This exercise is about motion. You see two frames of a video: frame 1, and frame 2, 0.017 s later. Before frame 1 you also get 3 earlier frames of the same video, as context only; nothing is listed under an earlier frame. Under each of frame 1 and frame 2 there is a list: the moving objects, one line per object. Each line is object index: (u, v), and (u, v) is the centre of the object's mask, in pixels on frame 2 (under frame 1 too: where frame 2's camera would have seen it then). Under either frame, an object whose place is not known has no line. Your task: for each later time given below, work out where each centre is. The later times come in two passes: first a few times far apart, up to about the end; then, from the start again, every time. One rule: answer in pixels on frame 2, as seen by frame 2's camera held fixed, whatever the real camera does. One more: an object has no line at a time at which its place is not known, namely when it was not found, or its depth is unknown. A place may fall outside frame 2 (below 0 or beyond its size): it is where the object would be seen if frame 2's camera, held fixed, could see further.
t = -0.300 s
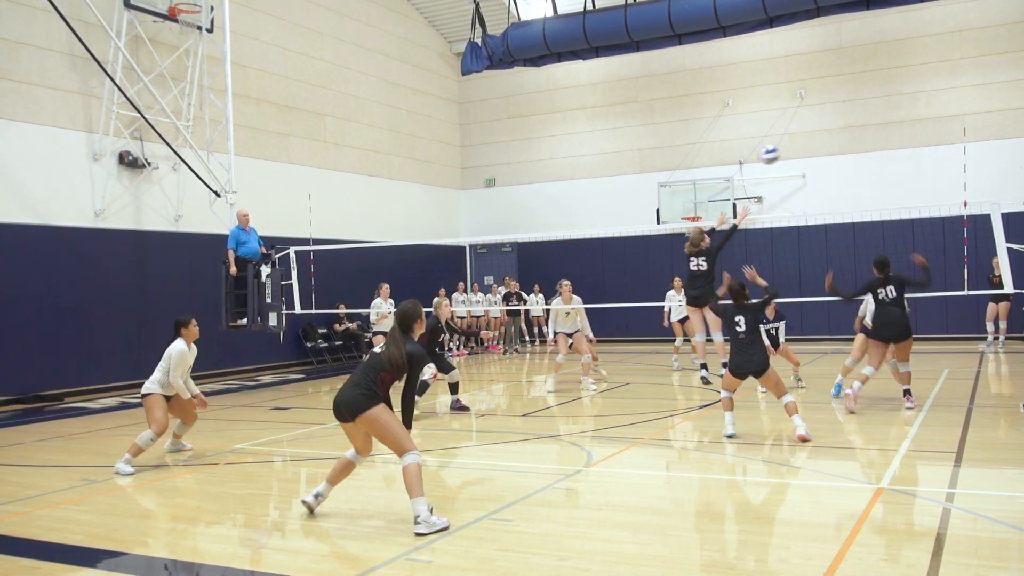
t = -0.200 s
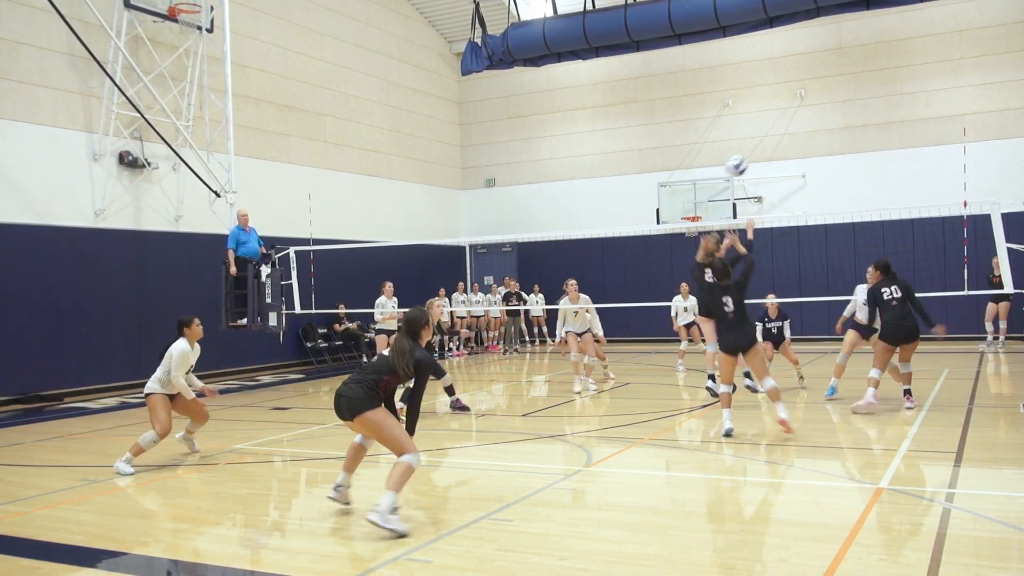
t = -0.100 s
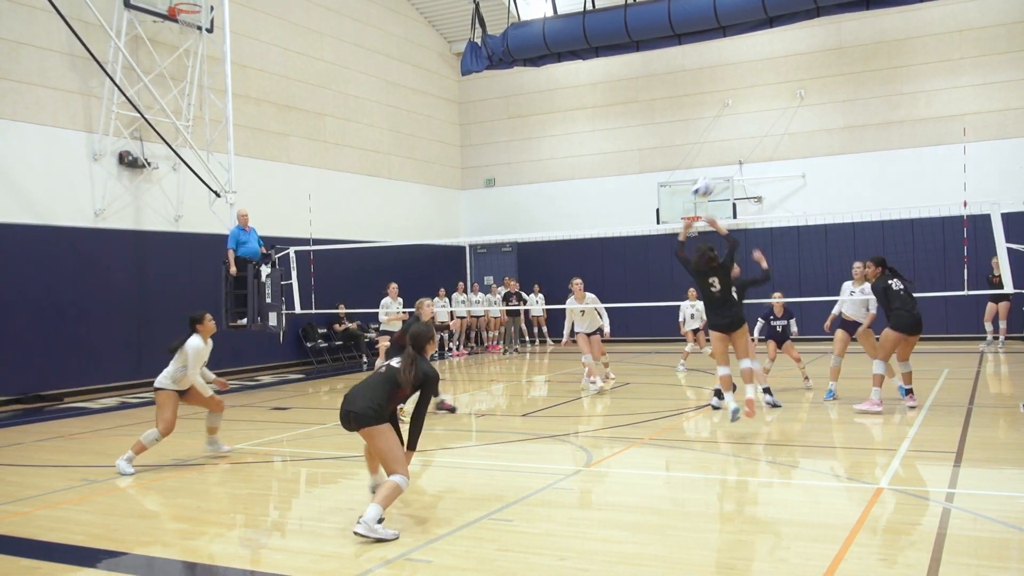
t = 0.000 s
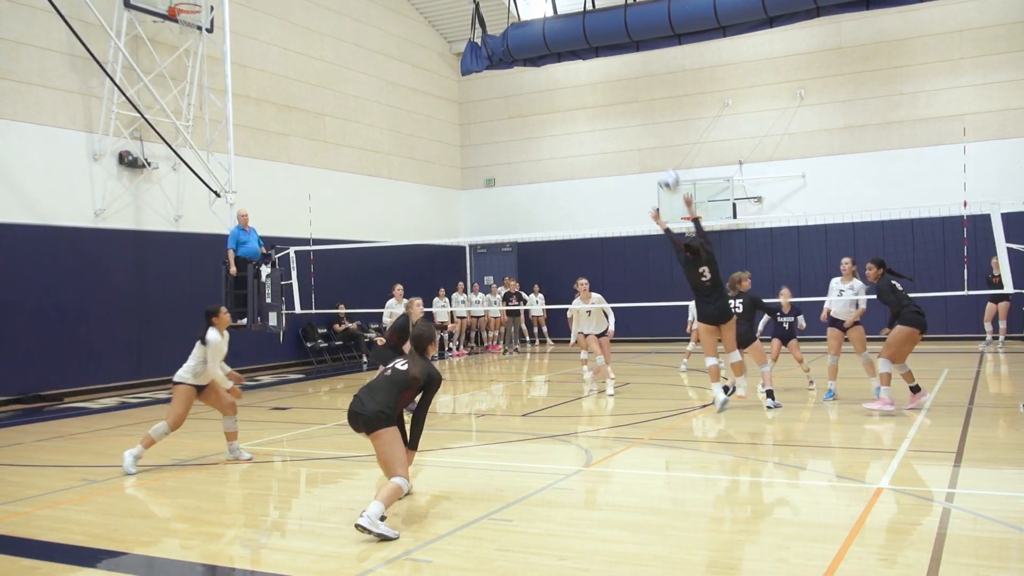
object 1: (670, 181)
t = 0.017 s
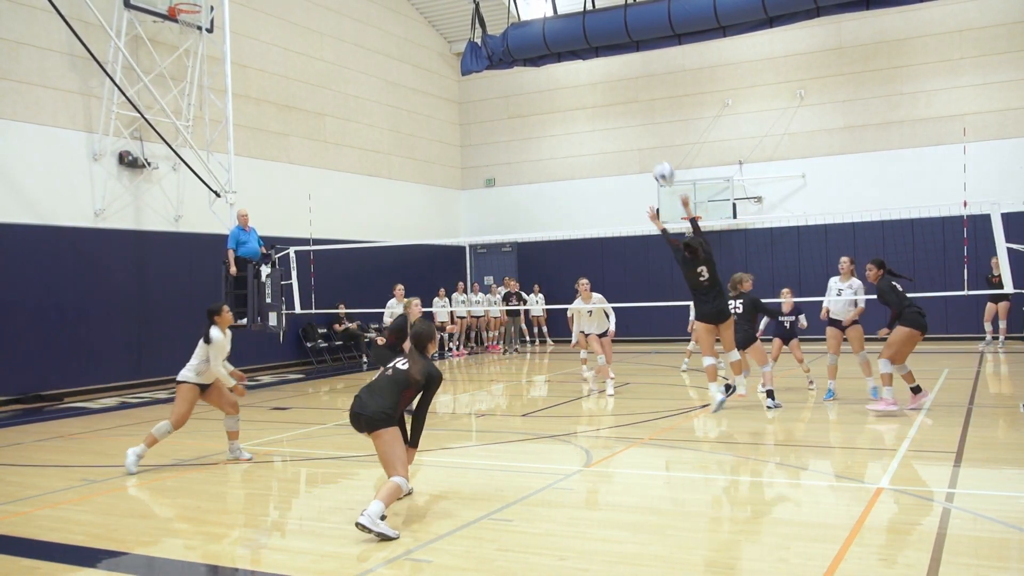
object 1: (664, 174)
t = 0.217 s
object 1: (600, 104)
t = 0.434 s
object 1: (532, 76)
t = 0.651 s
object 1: (471, 95)
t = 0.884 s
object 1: (406, 169)
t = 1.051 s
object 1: (363, 257)
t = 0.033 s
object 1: (658, 166)
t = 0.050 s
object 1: (653, 159)
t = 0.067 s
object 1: (648, 152)
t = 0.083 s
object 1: (643, 146)
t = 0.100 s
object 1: (637, 139)
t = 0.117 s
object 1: (632, 133)
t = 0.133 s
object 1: (626, 127)
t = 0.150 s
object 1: (621, 123)
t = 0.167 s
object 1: (615, 117)
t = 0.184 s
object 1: (610, 113)
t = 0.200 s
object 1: (605, 108)
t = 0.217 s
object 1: (600, 104)
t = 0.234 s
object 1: (594, 100)
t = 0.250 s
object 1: (589, 97)
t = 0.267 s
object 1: (583, 94)
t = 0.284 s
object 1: (579, 91)
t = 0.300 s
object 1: (573, 88)
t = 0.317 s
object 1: (569, 86)
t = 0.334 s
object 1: (563, 84)
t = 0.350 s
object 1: (559, 82)
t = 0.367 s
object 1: (554, 80)
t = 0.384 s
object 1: (549, 79)
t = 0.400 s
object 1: (544, 78)
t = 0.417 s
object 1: (539, 77)
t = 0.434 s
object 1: (532, 76)
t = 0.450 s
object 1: (528, 76)
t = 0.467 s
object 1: (523, 76)
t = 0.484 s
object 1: (518, 76)
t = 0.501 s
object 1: (514, 77)
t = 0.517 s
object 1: (509, 78)
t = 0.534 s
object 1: (504, 79)
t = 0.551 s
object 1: (499, 80)
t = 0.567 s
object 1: (494, 82)
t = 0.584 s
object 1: (489, 84)
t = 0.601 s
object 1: (485, 87)
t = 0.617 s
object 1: (480, 89)
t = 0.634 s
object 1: (475, 93)
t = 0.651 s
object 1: (471, 95)
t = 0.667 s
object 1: (466, 99)
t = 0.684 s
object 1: (461, 102)
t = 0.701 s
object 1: (457, 106)
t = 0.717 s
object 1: (452, 110)
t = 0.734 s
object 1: (447, 115)
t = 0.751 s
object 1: (442, 120)
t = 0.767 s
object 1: (437, 125)
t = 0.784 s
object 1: (433, 130)
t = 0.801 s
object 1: (428, 135)
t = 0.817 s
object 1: (424, 142)
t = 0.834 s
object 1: (419, 148)
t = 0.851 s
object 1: (415, 154)
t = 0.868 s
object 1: (410, 161)
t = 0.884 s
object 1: (406, 169)
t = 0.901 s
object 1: (402, 176)
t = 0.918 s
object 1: (397, 184)
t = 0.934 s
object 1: (393, 193)
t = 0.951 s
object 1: (389, 201)
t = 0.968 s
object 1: (385, 209)
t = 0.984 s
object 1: (381, 218)
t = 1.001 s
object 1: (377, 226)
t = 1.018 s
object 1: (372, 237)
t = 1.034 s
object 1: (367, 247)
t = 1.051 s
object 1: (363, 257)
